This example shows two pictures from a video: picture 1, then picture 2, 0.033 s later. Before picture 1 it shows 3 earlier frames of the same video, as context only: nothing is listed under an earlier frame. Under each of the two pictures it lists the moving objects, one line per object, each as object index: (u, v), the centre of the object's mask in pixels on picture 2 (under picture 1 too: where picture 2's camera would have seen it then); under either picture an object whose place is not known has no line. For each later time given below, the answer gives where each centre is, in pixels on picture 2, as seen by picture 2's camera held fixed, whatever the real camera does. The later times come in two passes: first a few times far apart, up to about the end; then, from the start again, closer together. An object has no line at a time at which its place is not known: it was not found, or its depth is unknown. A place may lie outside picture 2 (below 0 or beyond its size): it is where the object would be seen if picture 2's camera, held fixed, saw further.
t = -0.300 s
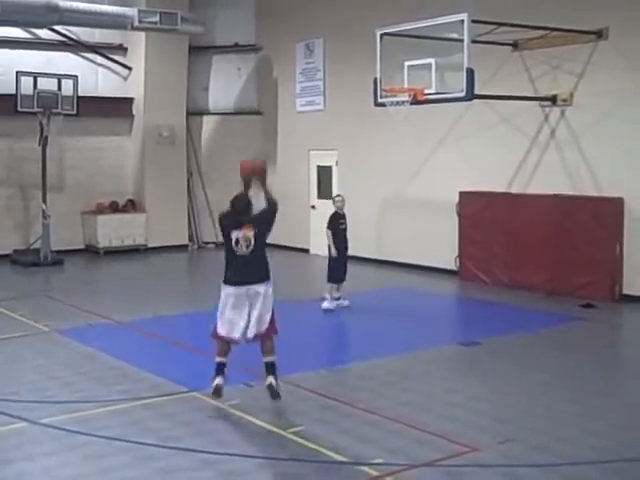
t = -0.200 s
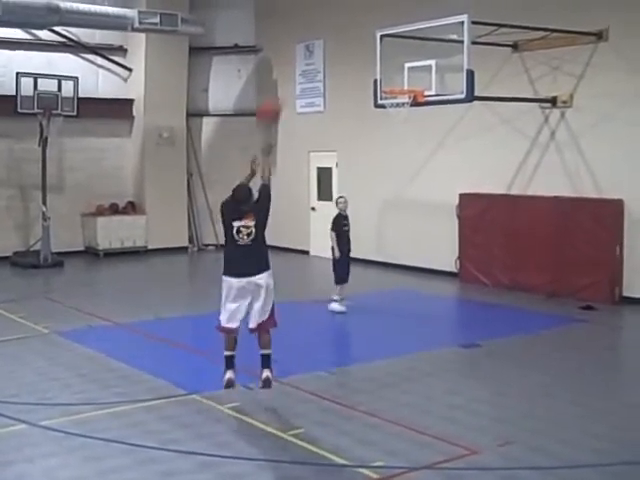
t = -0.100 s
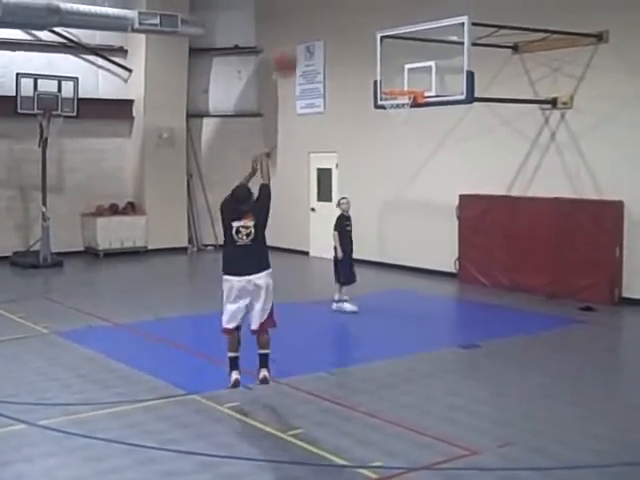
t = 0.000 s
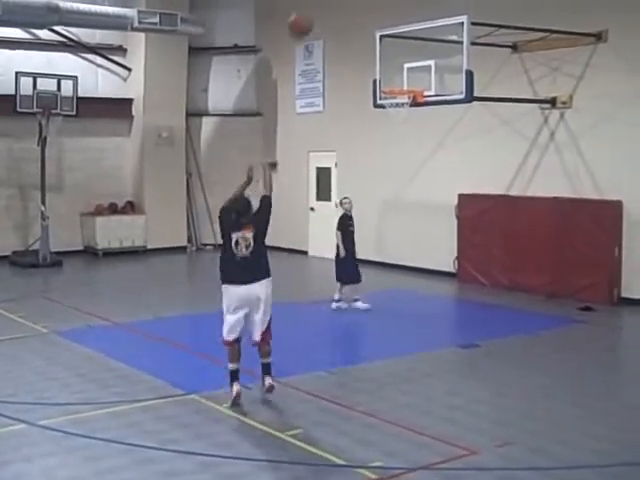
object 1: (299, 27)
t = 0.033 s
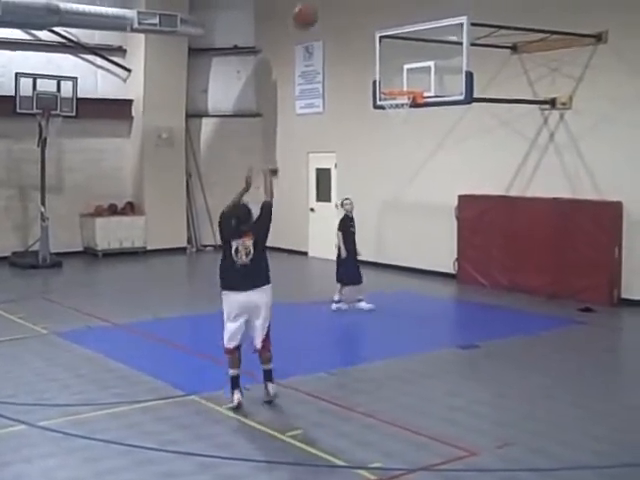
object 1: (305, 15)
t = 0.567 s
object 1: (369, 18)
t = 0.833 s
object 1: (391, 95)
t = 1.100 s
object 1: (408, 142)
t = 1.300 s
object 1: (419, 200)
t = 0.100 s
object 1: (314, 5)
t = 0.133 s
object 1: (318, 2)
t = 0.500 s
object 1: (362, 4)
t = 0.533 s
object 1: (366, 9)
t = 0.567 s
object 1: (369, 18)
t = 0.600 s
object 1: (372, 24)
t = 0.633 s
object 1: (374, 32)
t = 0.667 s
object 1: (376, 40)
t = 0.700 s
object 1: (381, 51)
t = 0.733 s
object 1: (385, 63)
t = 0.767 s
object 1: (388, 74)
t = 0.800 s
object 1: (390, 83)
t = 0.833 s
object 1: (391, 95)
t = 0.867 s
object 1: (393, 101)
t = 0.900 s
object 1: (398, 111)
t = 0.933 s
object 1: (399, 114)
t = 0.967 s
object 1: (401, 118)
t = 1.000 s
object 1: (403, 122)
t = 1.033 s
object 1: (405, 128)
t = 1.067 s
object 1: (406, 134)
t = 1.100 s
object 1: (408, 142)
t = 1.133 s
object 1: (410, 149)
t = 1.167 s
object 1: (412, 158)
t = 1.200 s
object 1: (414, 167)
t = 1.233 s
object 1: (416, 177)
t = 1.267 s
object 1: (417, 188)
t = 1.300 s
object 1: (419, 200)
